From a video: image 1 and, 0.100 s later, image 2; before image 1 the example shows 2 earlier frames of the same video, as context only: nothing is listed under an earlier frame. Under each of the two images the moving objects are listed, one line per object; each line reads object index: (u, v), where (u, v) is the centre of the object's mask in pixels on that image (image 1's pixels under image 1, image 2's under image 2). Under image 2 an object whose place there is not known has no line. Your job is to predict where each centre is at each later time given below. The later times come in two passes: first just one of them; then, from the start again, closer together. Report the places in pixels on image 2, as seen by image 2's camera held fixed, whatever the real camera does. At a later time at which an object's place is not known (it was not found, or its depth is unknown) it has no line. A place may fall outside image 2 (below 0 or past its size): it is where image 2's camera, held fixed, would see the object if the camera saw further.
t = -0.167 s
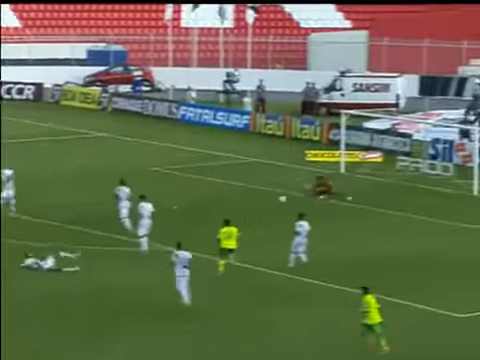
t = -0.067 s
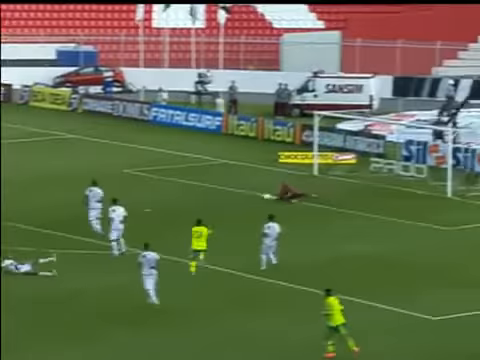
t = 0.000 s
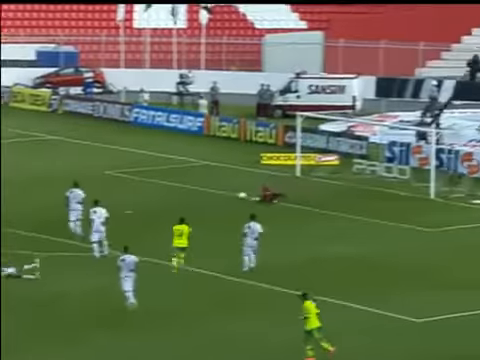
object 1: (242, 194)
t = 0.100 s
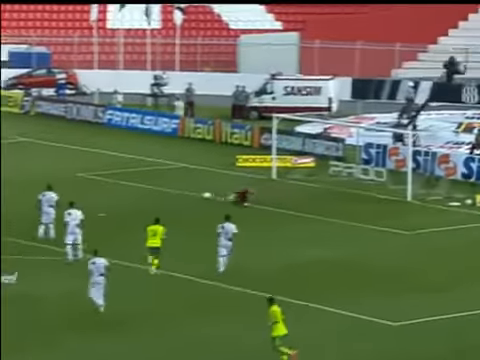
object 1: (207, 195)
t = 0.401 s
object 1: (176, 203)
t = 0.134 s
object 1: (204, 195)
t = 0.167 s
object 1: (200, 194)
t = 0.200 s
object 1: (196, 195)
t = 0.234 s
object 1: (193, 195)
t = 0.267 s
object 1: (190, 197)
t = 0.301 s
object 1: (186, 197)
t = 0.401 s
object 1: (176, 203)
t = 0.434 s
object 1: (172, 202)
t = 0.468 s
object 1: (168, 201)
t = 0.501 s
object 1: (165, 201)
